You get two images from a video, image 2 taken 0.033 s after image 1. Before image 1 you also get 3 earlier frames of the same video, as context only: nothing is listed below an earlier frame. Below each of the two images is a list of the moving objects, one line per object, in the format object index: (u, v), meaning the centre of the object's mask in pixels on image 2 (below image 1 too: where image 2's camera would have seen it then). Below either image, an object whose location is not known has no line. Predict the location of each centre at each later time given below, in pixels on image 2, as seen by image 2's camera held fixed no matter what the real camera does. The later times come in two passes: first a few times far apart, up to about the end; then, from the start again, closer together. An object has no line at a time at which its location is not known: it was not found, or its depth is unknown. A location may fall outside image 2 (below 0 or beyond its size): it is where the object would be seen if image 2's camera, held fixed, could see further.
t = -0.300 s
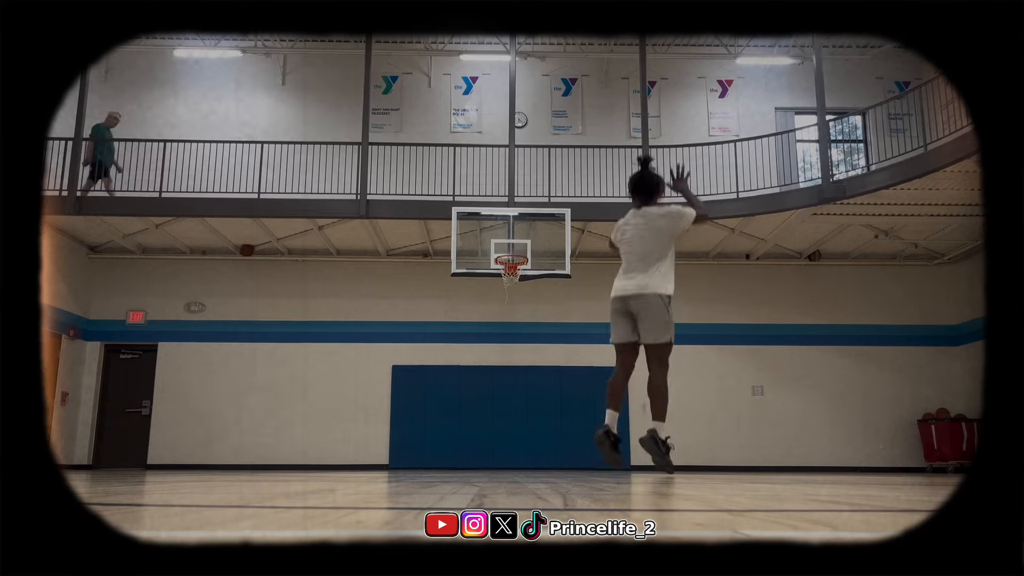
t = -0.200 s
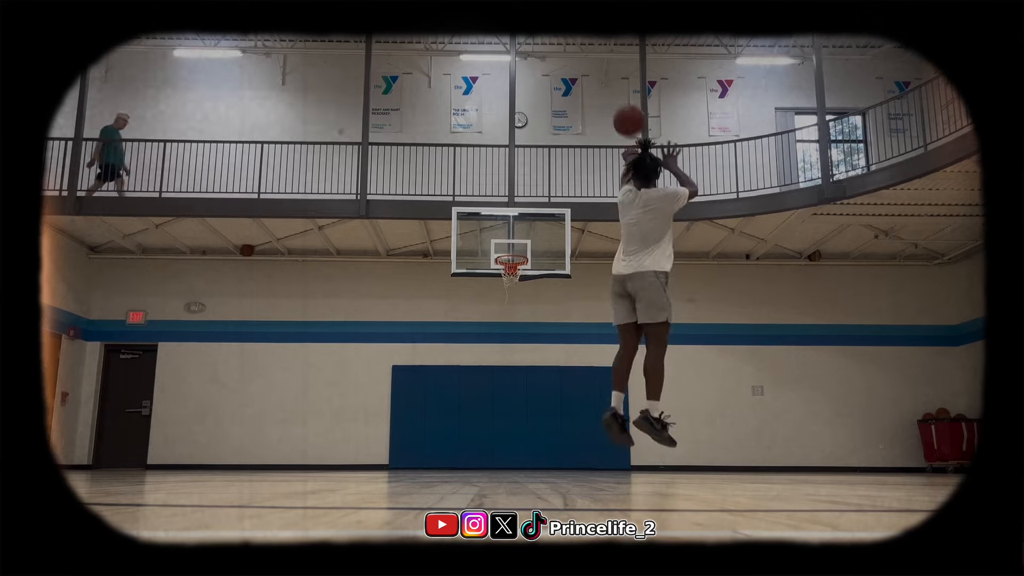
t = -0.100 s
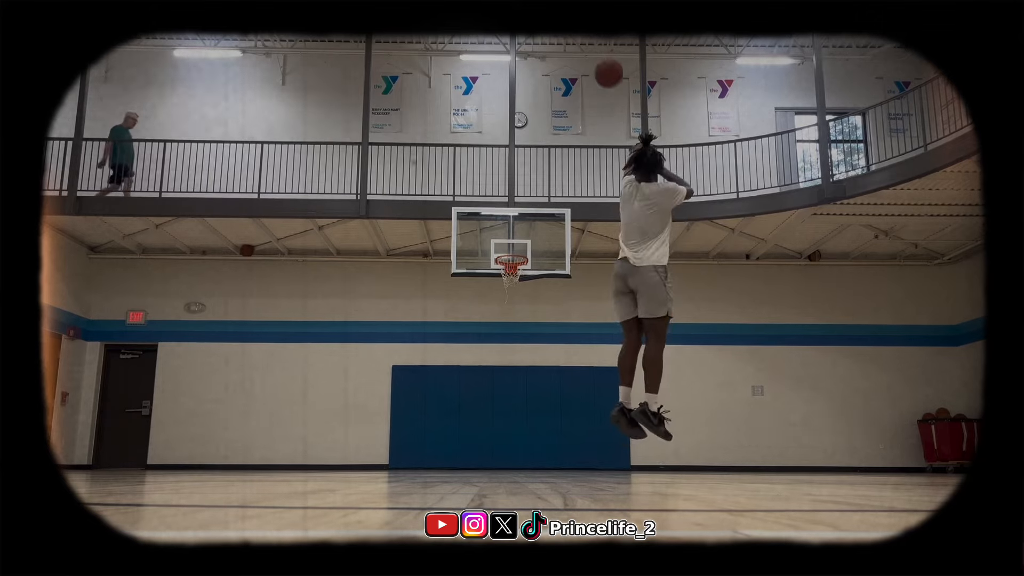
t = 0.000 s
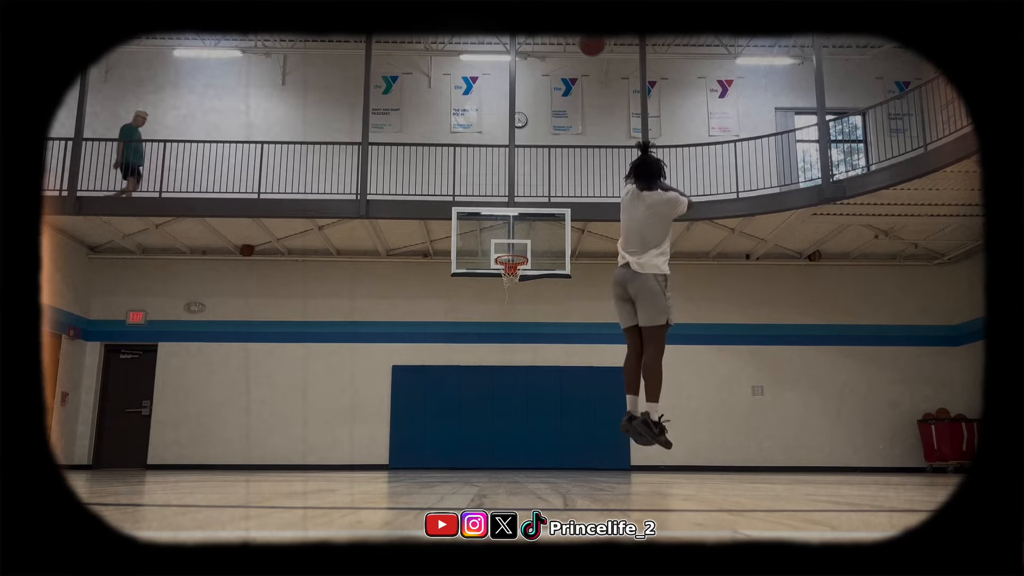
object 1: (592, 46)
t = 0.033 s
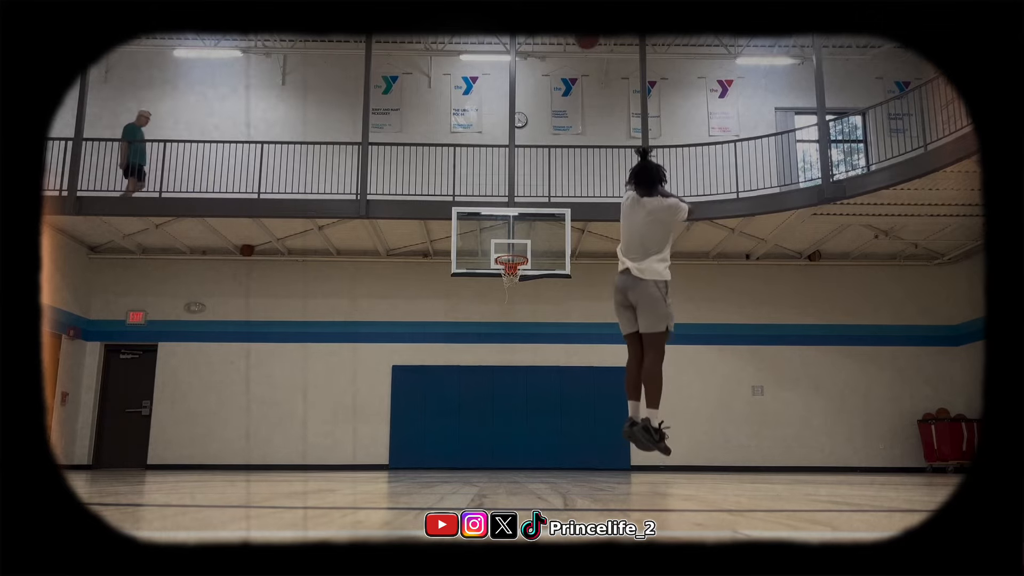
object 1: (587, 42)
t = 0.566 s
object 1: (536, 65)
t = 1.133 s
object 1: (511, 263)
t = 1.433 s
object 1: (507, 273)
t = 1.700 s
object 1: (504, 274)
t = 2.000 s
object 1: (504, 273)
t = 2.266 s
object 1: (512, 296)
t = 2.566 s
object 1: (514, 366)
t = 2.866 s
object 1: (518, 439)
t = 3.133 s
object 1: (518, 379)
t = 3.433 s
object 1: (517, 368)
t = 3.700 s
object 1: (517, 411)
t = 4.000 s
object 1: (515, 432)
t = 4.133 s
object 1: (512, 413)
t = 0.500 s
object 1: (541, 51)
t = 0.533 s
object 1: (538, 58)
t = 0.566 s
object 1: (536, 65)
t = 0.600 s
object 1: (534, 74)
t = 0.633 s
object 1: (532, 82)
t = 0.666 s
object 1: (530, 92)
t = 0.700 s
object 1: (528, 102)
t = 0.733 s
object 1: (526, 112)
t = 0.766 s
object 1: (524, 123)
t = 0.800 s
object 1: (523, 134)
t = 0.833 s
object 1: (521, 146)
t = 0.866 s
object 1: (520, 158)
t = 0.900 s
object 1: (519, 171)
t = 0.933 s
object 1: (517, 184)
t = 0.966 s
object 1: (515, 197)
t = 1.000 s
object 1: (514, 211)
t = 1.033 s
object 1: (512, 227)
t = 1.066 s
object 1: (511, 241)
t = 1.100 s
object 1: (510, 251)
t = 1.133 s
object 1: (511, 263)
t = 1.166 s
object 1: (505, 268)
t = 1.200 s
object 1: (504, 276)
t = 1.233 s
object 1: (505, 275)
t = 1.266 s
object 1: (505, 274)
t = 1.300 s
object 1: (506, 274)
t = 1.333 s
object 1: (508, 277)
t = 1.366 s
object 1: (507, 276)
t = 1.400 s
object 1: (507, 275)
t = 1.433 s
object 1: (507, 273)
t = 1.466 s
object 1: (507, 271)
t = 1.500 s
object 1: (505, 273)
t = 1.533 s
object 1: (505, 274)
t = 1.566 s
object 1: (504, 274)
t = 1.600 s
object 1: (504, 274)
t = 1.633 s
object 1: (504, 274)
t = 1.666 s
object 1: (504, 274)
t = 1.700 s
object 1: (504, 274)
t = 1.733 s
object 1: (504, 274)
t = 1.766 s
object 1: (504, 275)
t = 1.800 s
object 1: (504, 274)
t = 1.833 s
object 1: (504, 274)
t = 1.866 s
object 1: (505, 274)
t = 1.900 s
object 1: (505, 274)
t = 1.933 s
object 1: (504, 274)
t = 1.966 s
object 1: (504, 273)
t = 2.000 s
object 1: (504, 273)
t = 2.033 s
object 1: (504, 277)
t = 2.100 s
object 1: (509, 287)
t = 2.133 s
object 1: (510, 288)
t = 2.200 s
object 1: (511, 291)
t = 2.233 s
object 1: (511, 293)
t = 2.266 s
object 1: (512, 296)
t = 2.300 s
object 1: (512, 300)
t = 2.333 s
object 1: (512, 306)
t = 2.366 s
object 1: (512, 313)
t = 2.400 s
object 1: (513, 319)
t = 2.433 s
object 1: (513, 327)
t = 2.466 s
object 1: (514, 336)
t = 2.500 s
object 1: (514, 345)
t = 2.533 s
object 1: (514, 355)
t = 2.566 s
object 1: (514, 366)
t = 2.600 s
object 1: (515, 378)
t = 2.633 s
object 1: (516, 391)
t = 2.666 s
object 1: (516, 404)
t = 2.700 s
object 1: (516, 419)
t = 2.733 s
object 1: (517, 434)
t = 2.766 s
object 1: (517, 450)
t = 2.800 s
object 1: (517, 462)
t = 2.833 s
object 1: (517, 451)
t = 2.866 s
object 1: (518, 439)
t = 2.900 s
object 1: (518, 429)
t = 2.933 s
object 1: (518, 419)
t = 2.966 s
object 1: (518, 411)
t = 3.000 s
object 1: (517, 403)
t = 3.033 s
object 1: (518, 396)
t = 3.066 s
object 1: (518, 389)
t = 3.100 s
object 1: (518, 383)
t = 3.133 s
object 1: (518, 379)
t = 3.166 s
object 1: (518, 374)
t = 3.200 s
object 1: (517, 371)
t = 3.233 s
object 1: (517, 368)
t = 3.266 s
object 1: (517, 366)
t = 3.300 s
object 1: (517, 365)
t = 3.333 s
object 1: (517, 365)
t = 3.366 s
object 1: (517, 365)
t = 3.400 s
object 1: (517, 366)
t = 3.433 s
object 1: (517, 368)
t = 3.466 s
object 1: (517, 371)
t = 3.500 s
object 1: (517, 374)
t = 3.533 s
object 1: (517, 378)
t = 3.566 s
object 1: (517, 383)
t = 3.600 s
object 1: (517, 389)
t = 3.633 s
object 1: (517, 395)
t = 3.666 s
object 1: (517, 402)
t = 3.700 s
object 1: (517, 411)
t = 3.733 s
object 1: (517, 420)
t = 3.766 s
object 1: (516, 430)
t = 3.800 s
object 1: (517, 440)
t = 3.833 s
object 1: (517, 451)
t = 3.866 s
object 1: (517, 462)
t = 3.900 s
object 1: (516, 455)
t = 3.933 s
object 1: (516, 447)
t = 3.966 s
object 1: (515, 439)
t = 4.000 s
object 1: (515, 432)
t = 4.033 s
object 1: (514, 427)
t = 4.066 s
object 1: (513, 422)
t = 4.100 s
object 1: (513, 417)
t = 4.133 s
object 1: (512, 413)
